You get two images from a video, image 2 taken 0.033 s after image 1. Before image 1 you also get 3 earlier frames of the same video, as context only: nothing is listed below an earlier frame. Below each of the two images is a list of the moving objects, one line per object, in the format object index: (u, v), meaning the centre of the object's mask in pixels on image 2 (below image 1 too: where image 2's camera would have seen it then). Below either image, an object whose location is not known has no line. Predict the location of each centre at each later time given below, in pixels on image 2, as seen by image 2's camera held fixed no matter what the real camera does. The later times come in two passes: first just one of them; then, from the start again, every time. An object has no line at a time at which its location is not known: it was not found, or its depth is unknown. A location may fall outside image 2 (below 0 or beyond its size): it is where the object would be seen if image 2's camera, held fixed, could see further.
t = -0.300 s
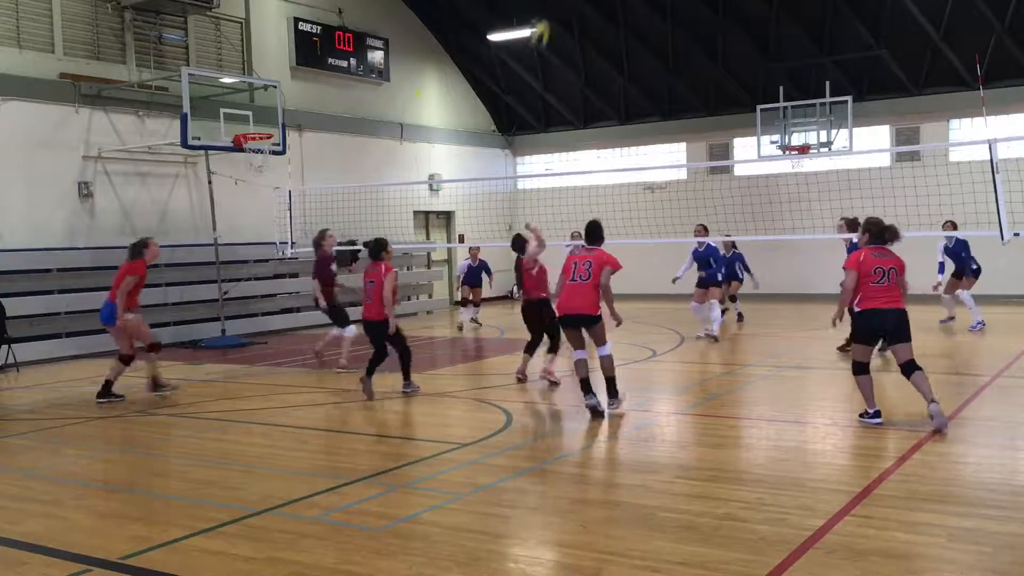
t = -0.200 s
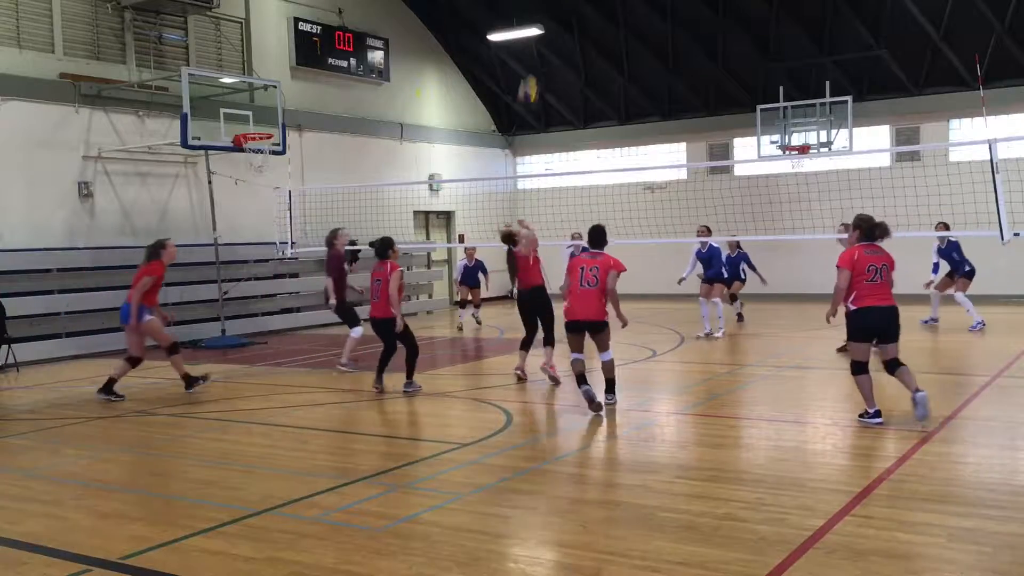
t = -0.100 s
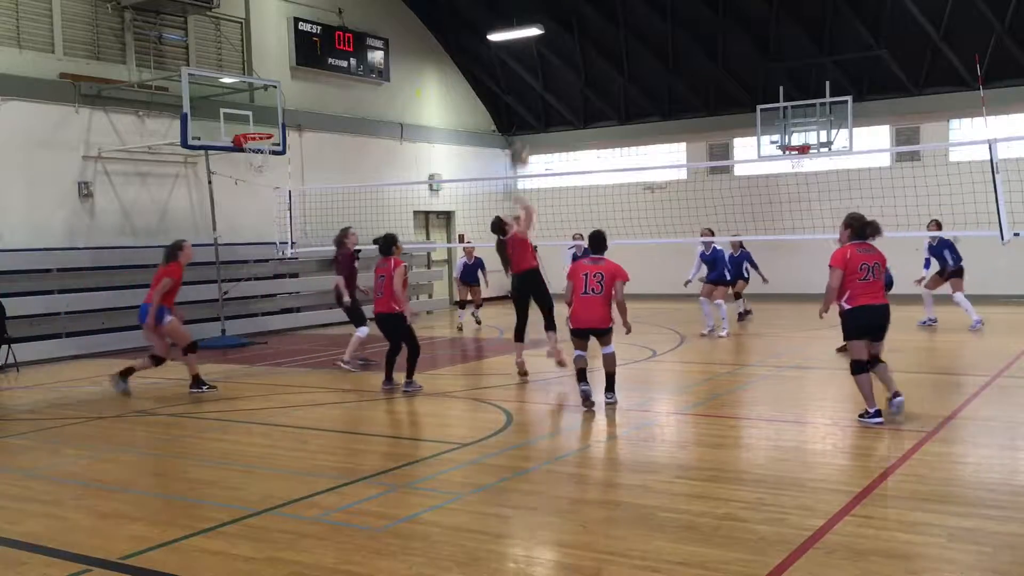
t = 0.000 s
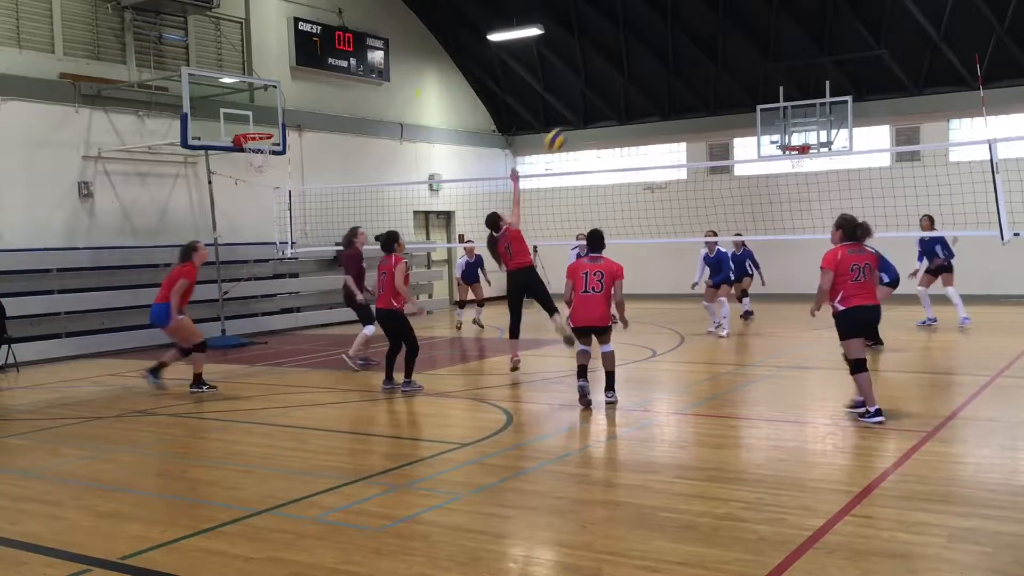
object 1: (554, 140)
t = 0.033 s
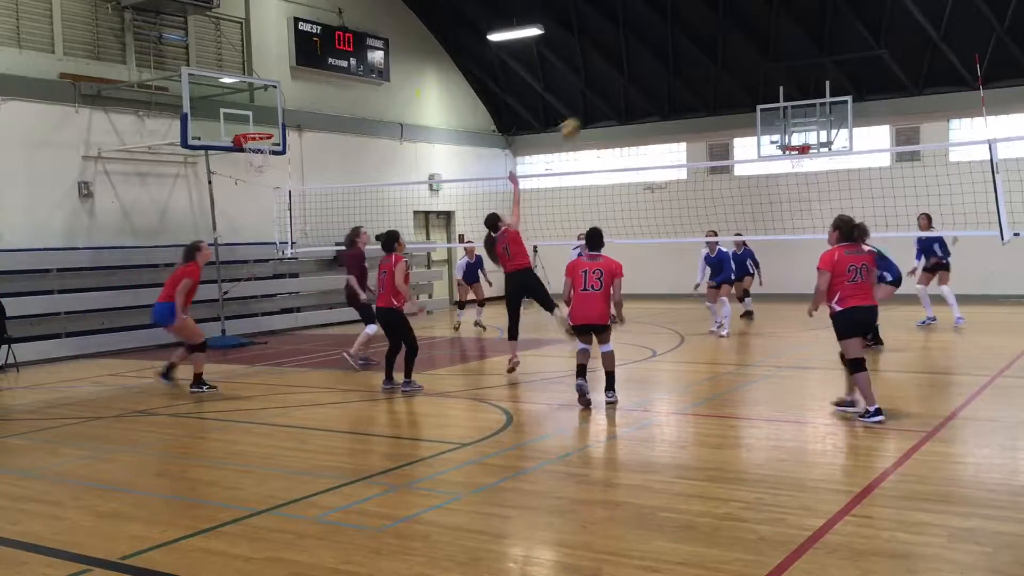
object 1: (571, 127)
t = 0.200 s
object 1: (637, 91)
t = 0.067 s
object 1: (584, 118)
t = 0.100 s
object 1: (599, 110)
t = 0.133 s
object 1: (613, 101)
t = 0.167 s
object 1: (626, 96)
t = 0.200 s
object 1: (637, 91)
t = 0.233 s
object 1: (649, 86)
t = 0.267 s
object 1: (663, 84)
